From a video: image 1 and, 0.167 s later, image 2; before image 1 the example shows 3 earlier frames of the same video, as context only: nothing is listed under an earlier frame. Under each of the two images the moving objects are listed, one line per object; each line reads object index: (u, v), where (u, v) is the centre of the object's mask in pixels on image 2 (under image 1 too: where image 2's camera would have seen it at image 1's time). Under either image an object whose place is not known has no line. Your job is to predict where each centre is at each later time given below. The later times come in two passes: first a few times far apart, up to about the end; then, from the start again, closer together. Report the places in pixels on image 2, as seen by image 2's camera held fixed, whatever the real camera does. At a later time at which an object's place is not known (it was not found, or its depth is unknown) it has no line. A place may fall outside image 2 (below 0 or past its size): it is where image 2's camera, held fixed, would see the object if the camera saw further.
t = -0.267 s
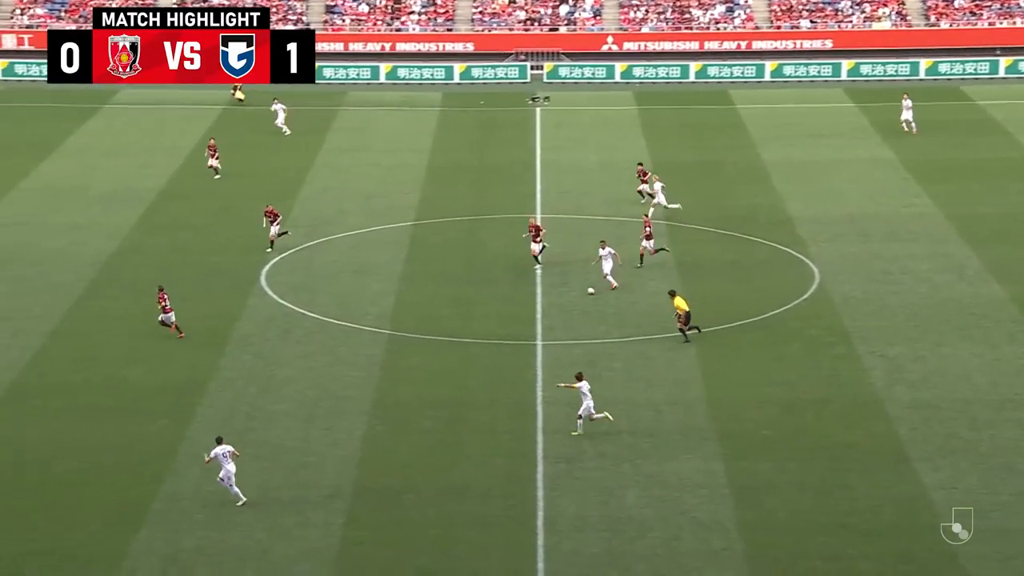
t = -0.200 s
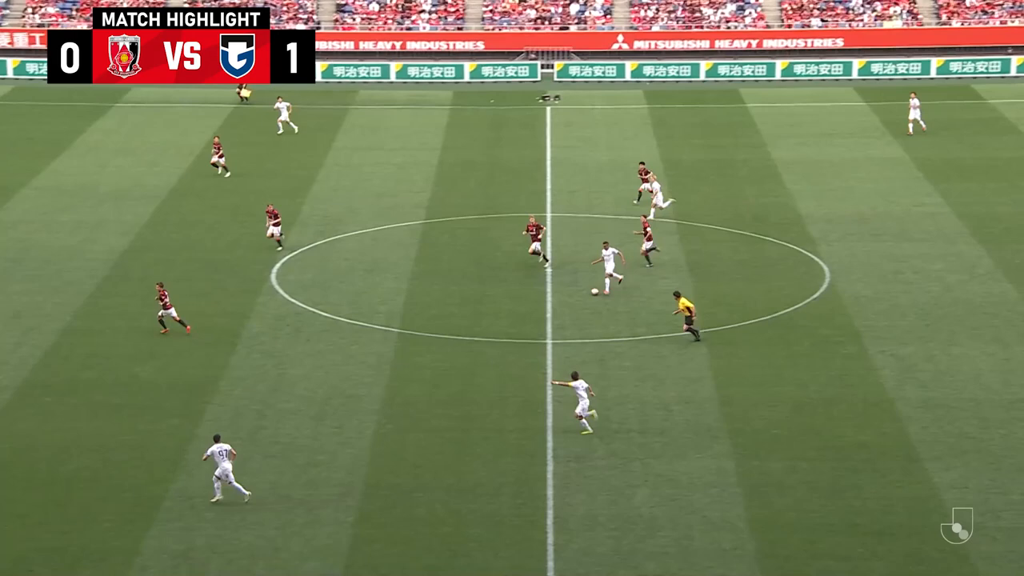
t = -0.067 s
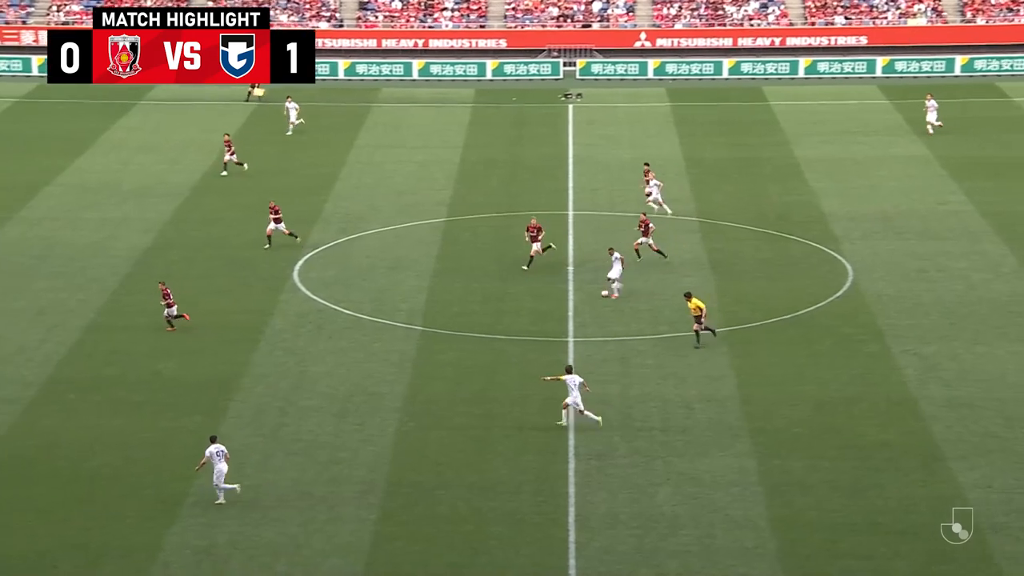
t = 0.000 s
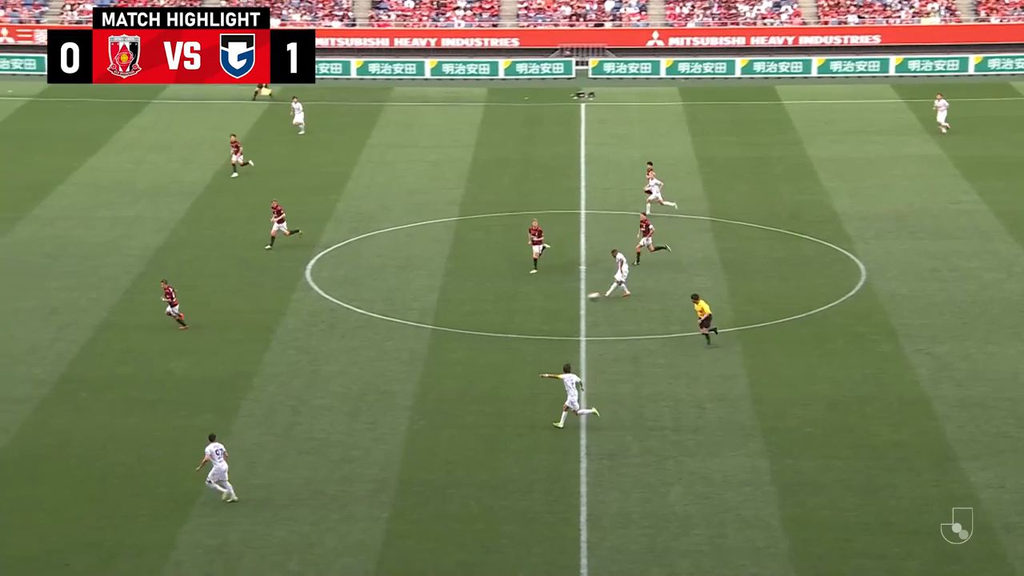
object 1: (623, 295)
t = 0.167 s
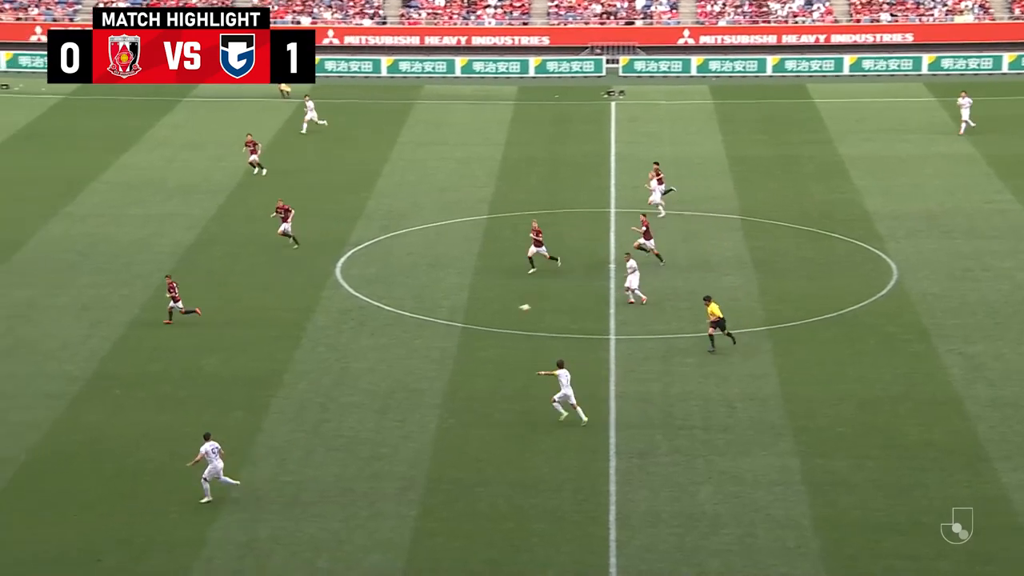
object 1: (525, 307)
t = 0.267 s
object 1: (466, 320)
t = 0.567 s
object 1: (304, 356)
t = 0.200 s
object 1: (505, 311)
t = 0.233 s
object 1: (486, 316)
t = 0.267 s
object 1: (466, 320)
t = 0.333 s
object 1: (430, 329)
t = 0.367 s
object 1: (411, 336)
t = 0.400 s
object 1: (392, 342)
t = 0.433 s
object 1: (374, 344)
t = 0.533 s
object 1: (322, 352)
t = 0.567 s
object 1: (304, 356)
